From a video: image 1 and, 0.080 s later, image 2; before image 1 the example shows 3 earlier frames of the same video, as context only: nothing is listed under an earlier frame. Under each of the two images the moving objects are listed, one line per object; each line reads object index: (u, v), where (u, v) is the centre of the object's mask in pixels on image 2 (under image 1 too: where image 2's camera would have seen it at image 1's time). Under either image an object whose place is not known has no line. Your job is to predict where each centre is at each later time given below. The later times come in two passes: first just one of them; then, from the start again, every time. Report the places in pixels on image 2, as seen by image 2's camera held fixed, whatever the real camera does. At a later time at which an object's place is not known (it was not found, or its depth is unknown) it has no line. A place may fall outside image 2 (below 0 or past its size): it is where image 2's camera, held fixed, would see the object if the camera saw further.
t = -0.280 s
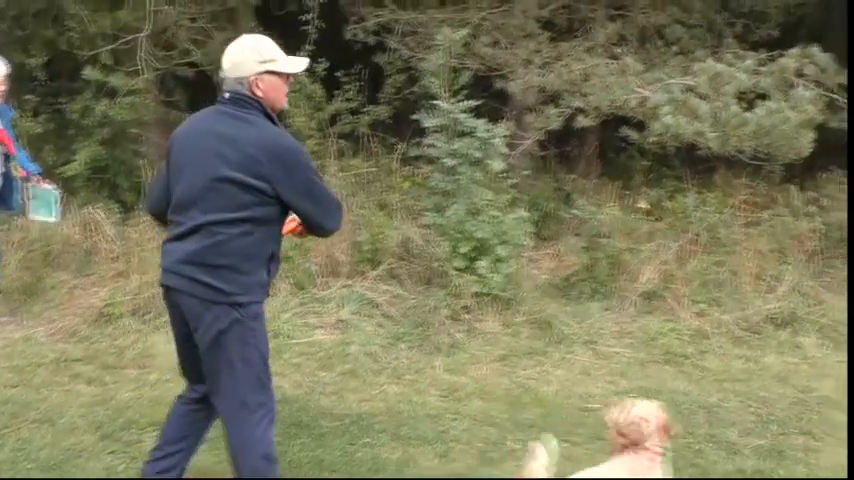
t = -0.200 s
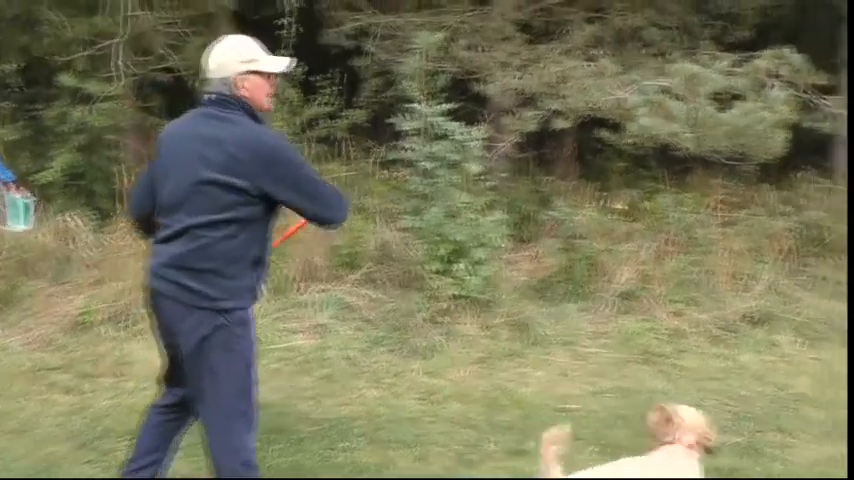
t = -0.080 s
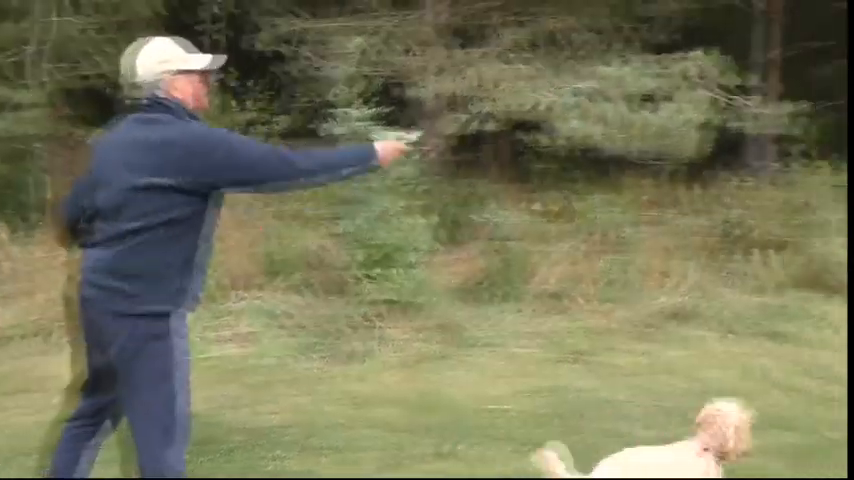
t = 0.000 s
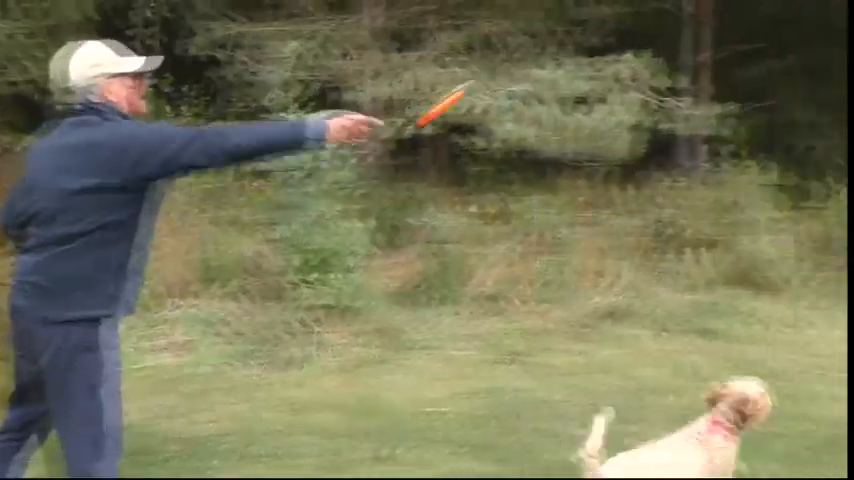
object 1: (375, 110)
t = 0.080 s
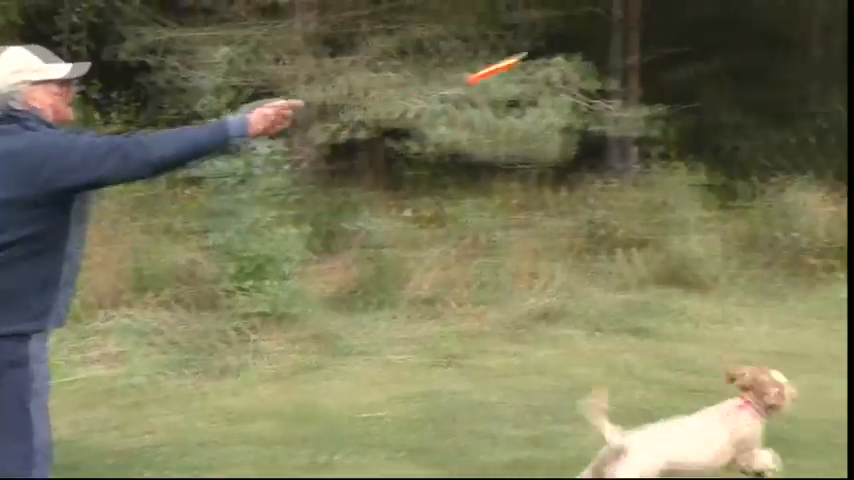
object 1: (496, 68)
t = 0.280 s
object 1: (759, 24)
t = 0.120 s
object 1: (552, 53)
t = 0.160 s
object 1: (609, 41)
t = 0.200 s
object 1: (659, 32)
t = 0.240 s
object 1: (709, 27)
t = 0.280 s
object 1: (759, 24)
